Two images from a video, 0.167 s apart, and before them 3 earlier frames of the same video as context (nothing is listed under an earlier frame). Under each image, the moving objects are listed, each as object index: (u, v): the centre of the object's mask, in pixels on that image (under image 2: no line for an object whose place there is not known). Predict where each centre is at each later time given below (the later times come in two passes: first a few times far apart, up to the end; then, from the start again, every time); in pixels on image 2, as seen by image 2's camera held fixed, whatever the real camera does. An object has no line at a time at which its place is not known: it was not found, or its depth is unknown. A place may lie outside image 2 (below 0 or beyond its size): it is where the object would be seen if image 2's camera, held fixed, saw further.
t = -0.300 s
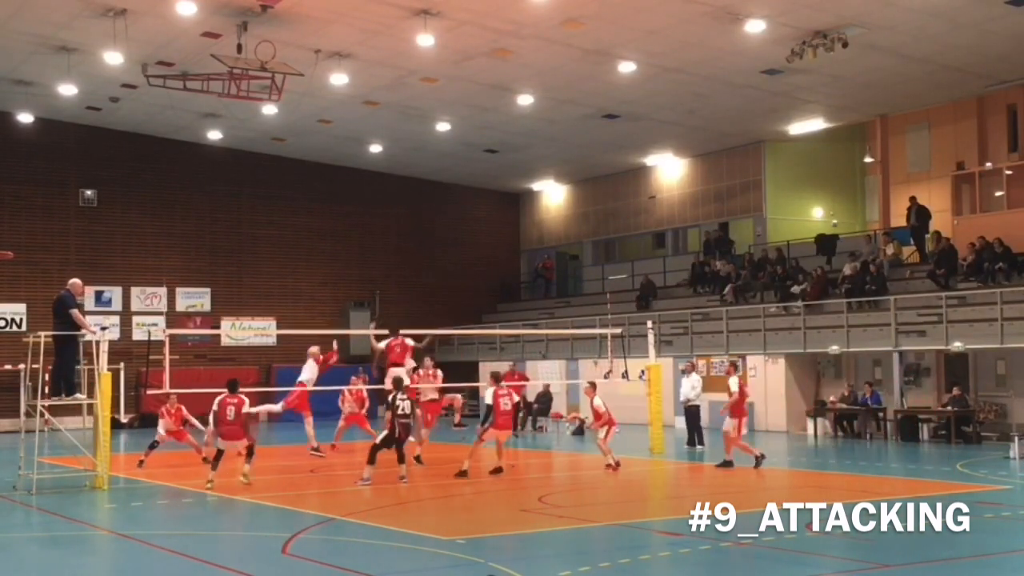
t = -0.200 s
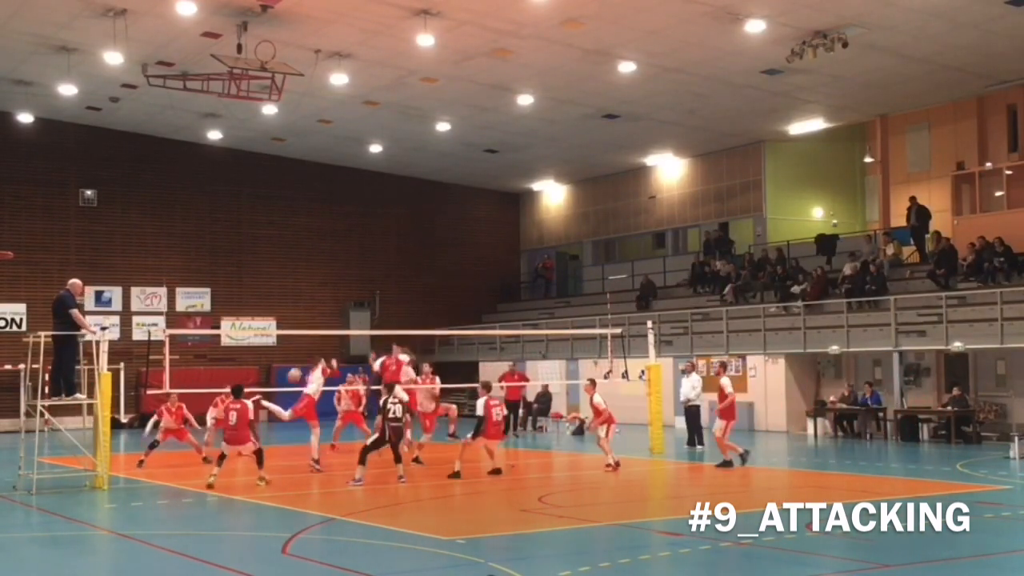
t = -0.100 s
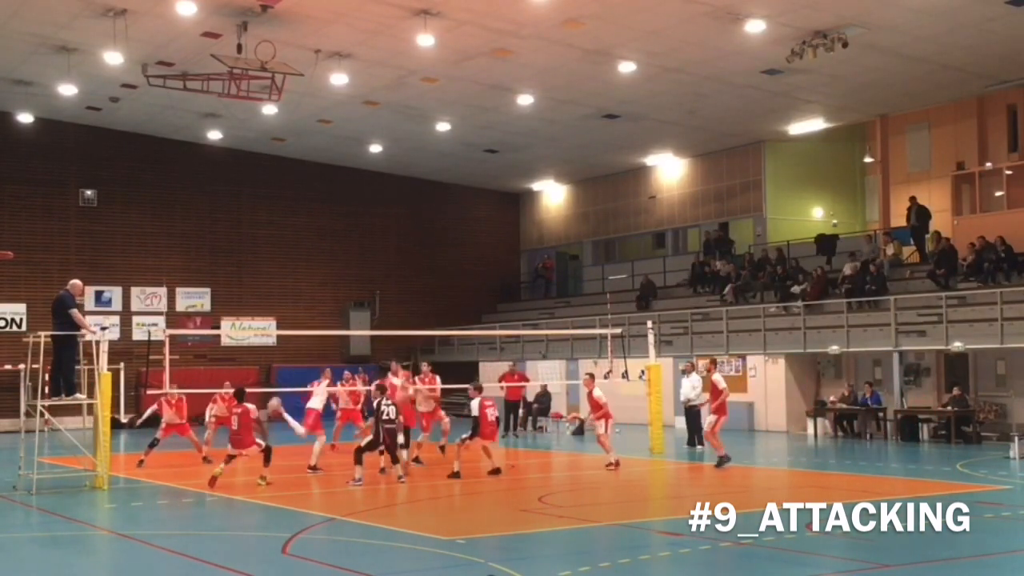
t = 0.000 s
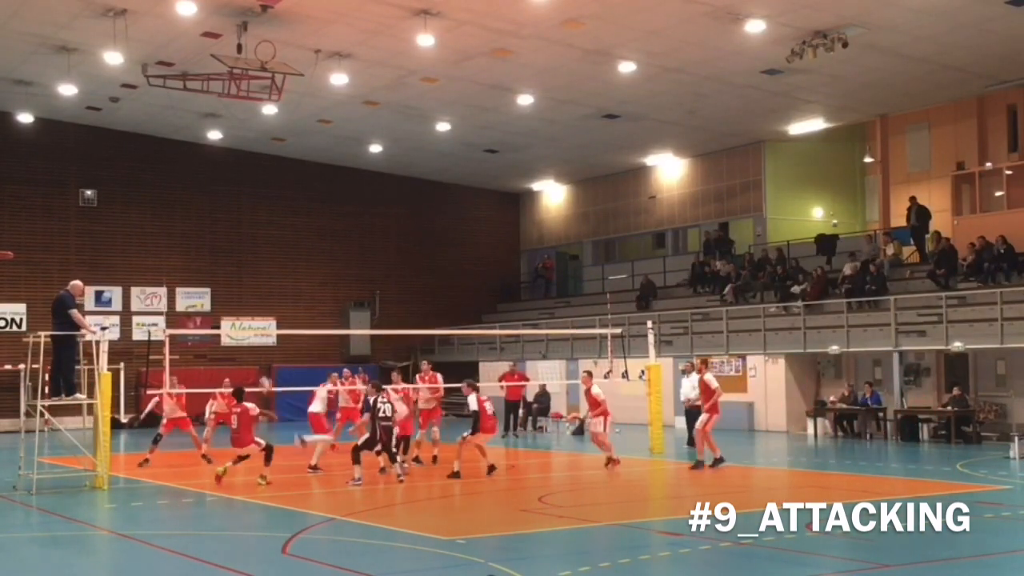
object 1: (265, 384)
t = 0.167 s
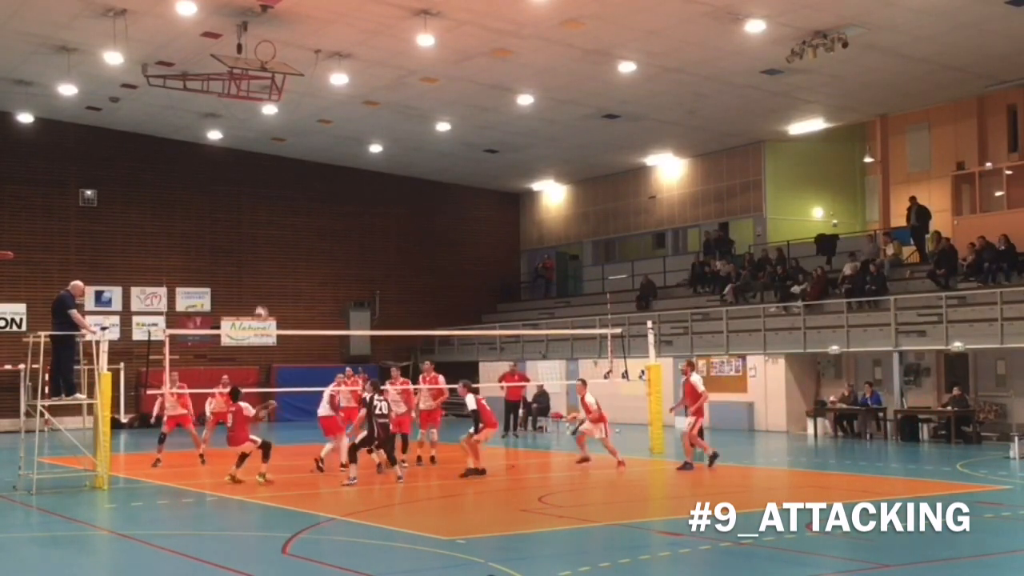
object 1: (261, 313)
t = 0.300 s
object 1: (257, 271)
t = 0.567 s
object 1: (248, 219)
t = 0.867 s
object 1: (238, 212)
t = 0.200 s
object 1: (260, 302)
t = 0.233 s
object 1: (259, 292)
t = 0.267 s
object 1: (258, 281)
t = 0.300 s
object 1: (257, 271)
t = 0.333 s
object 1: (256, 263)
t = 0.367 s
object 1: (255, 254)
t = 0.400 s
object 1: (253, 247)
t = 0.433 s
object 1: (252, 239)
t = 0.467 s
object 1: (251, 234)
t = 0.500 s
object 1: (250, 228)
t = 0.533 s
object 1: (249, 223)
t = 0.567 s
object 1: (248, 219)
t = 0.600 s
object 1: (247, 215)
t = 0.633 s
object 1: (246, 213)
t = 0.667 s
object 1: (244, 210)
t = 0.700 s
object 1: (243, 209)
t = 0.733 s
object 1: (242, 208)
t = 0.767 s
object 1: (241, 208)
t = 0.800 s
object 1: (240, 208)
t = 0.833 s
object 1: (239, 210)
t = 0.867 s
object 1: (238, 212)
